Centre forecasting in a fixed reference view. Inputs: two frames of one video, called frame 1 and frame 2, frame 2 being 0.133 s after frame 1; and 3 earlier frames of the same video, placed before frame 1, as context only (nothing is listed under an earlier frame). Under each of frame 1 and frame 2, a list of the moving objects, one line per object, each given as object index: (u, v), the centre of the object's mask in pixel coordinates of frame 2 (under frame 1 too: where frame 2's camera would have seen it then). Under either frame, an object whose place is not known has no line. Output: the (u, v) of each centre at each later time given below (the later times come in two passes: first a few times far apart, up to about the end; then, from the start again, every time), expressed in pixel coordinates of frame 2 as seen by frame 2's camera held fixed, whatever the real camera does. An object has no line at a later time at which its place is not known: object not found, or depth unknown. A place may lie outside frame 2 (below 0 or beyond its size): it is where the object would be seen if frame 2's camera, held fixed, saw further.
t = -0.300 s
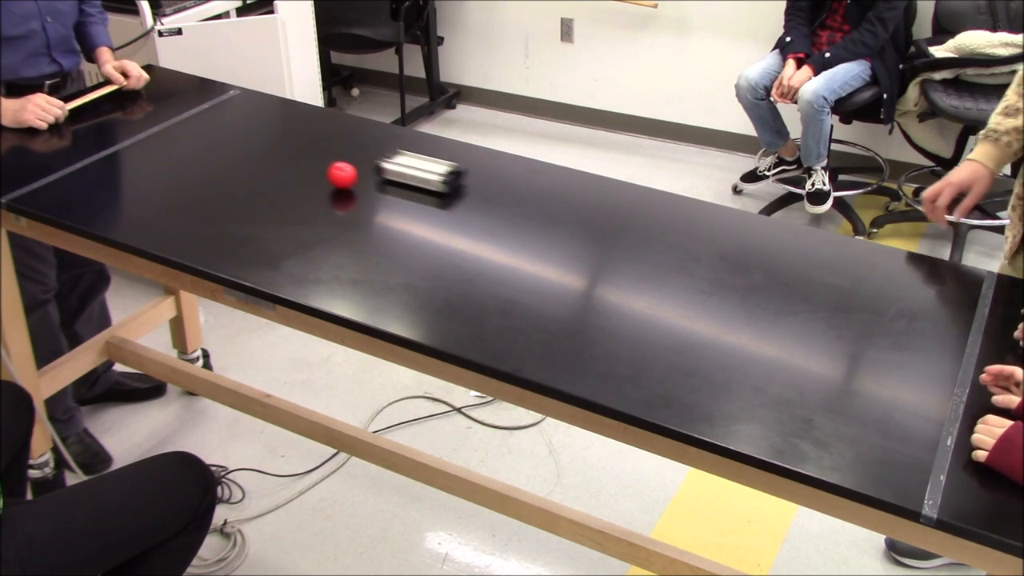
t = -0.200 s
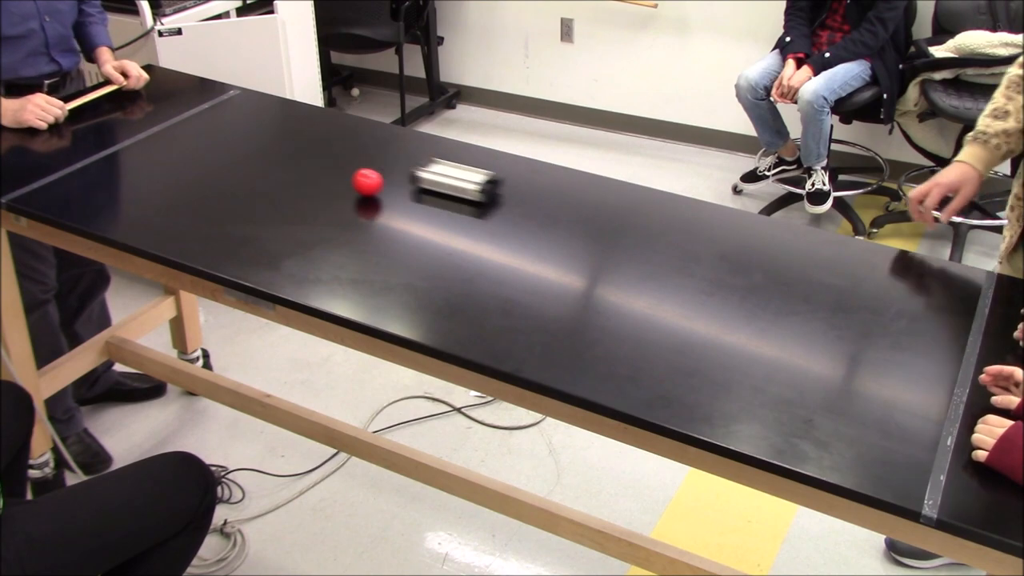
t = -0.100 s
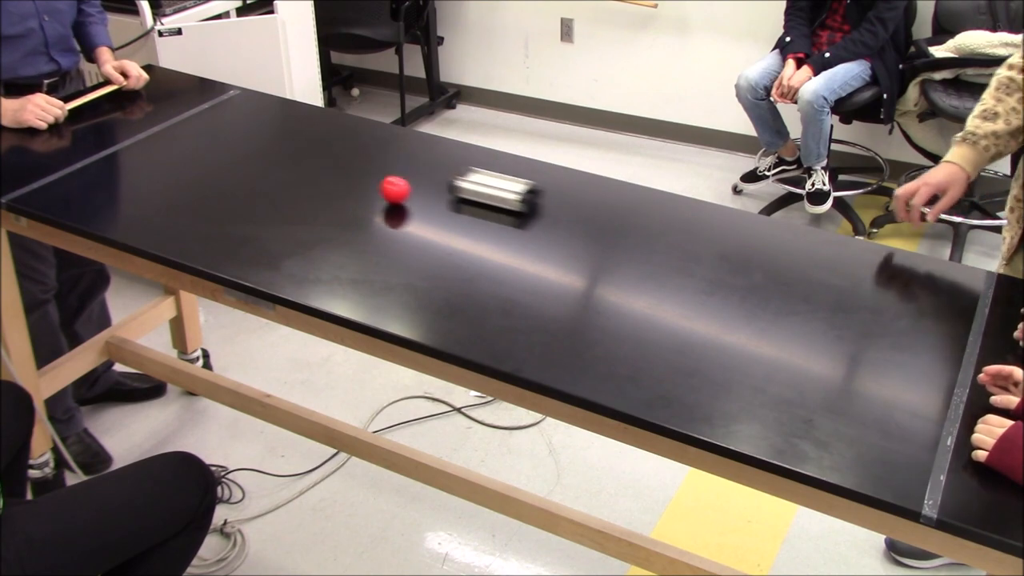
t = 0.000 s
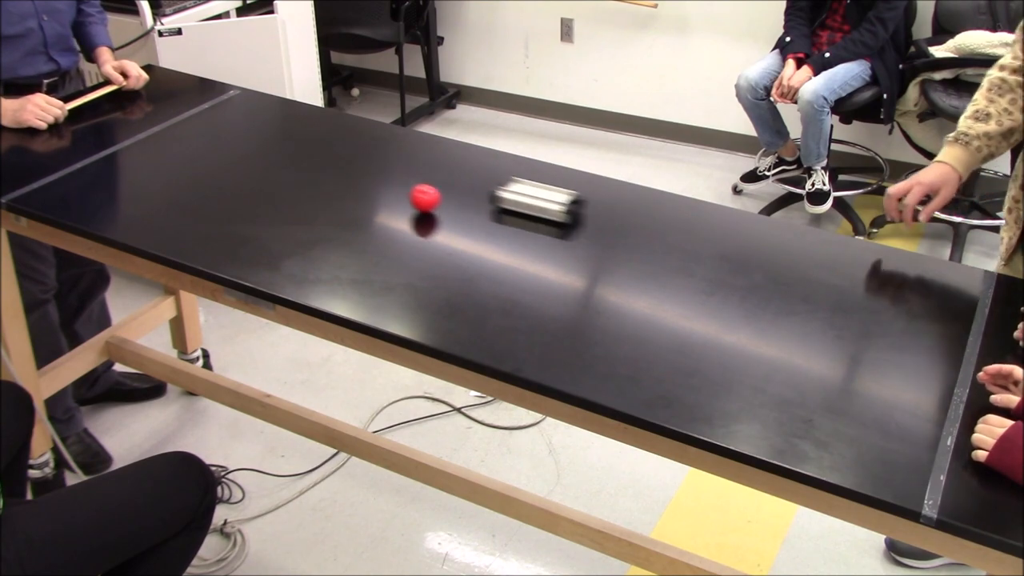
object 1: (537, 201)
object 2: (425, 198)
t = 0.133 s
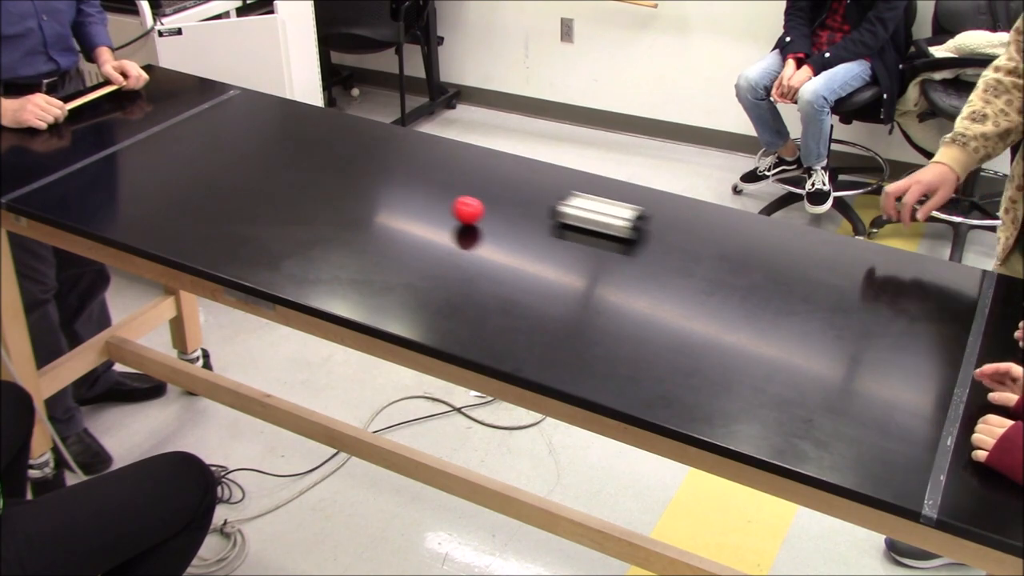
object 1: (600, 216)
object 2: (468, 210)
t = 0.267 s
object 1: (669, 233)
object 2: (515, 224)
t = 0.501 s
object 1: (813, 267)
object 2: (611, 251)
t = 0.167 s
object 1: (616, 220)
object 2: (479, 213)
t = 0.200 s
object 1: (633, 224)
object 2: (491, 217)
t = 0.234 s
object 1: (651, 228)
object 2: (503, 220)
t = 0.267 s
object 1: (669, 233)
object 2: (515, 224)
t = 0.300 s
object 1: (687, 237)
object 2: (528, 227)
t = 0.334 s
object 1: (707, 242)
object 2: (541, 231)
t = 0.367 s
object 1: (727, 247)
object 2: (554, 235)
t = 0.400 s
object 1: (748, 252)
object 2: (568, 239)
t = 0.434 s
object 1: (769, 257)
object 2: (582, 243)
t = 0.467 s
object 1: (790, 262)
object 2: (596, 247)
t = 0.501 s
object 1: (813, 267)
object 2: (611, 251)
